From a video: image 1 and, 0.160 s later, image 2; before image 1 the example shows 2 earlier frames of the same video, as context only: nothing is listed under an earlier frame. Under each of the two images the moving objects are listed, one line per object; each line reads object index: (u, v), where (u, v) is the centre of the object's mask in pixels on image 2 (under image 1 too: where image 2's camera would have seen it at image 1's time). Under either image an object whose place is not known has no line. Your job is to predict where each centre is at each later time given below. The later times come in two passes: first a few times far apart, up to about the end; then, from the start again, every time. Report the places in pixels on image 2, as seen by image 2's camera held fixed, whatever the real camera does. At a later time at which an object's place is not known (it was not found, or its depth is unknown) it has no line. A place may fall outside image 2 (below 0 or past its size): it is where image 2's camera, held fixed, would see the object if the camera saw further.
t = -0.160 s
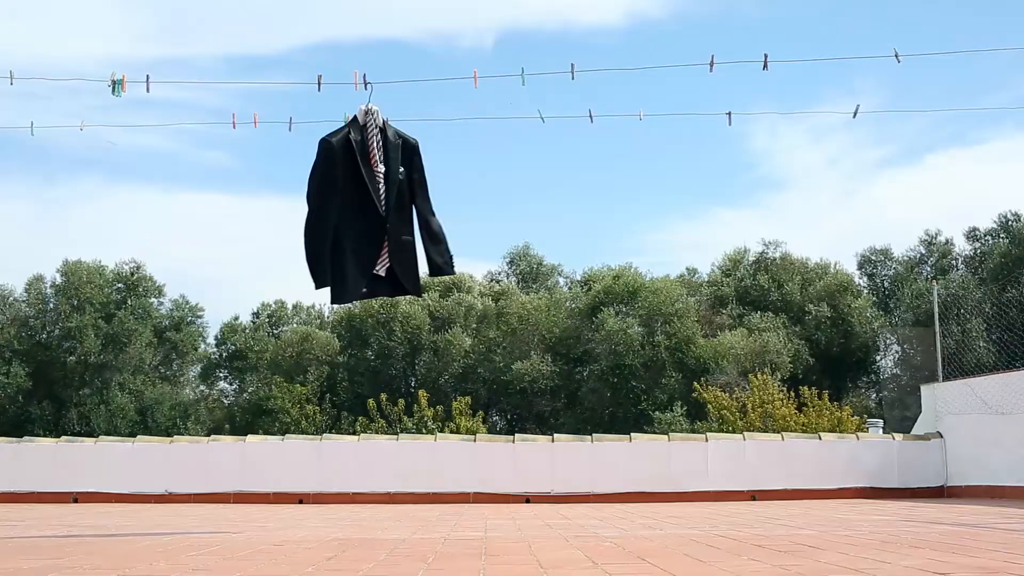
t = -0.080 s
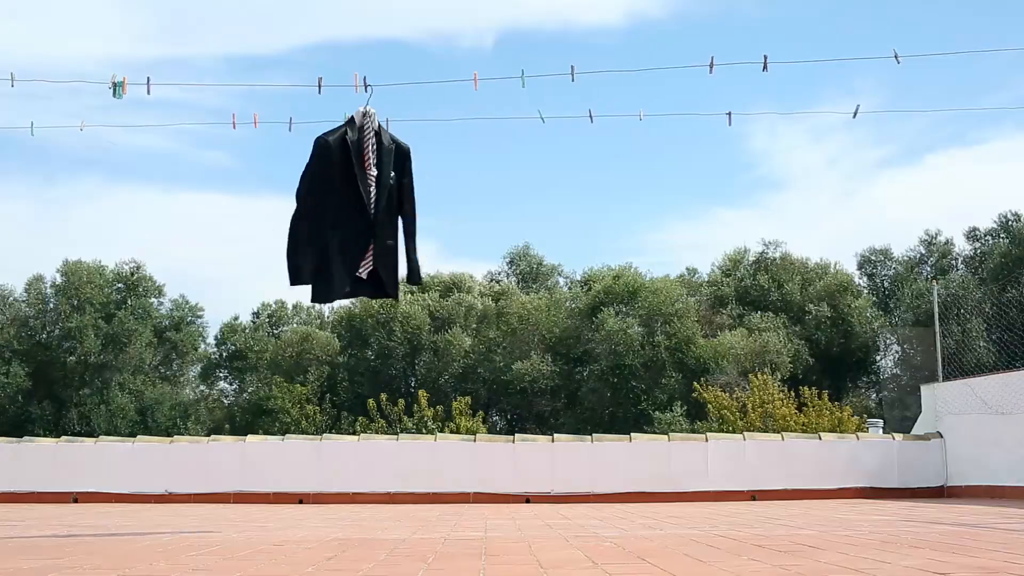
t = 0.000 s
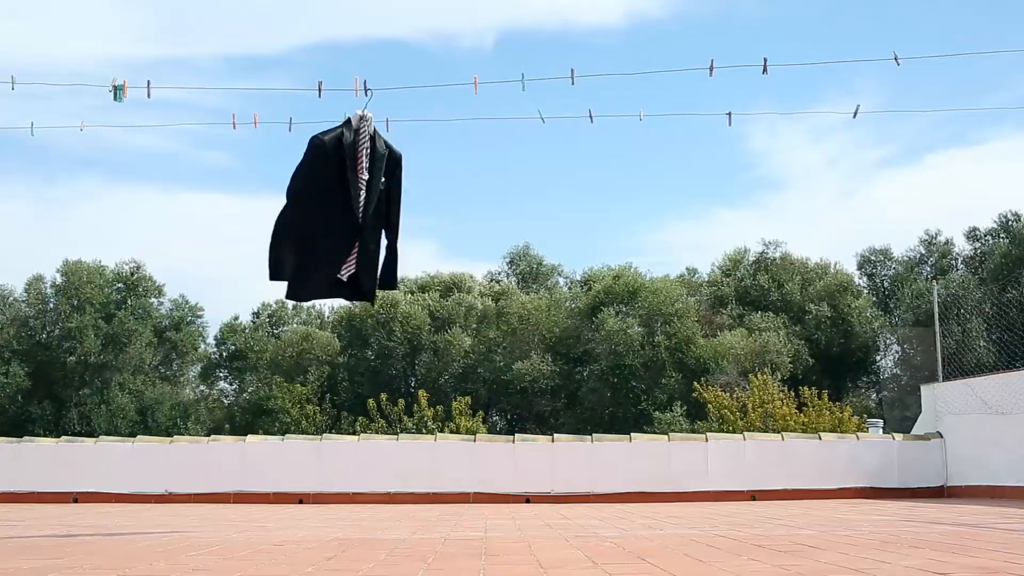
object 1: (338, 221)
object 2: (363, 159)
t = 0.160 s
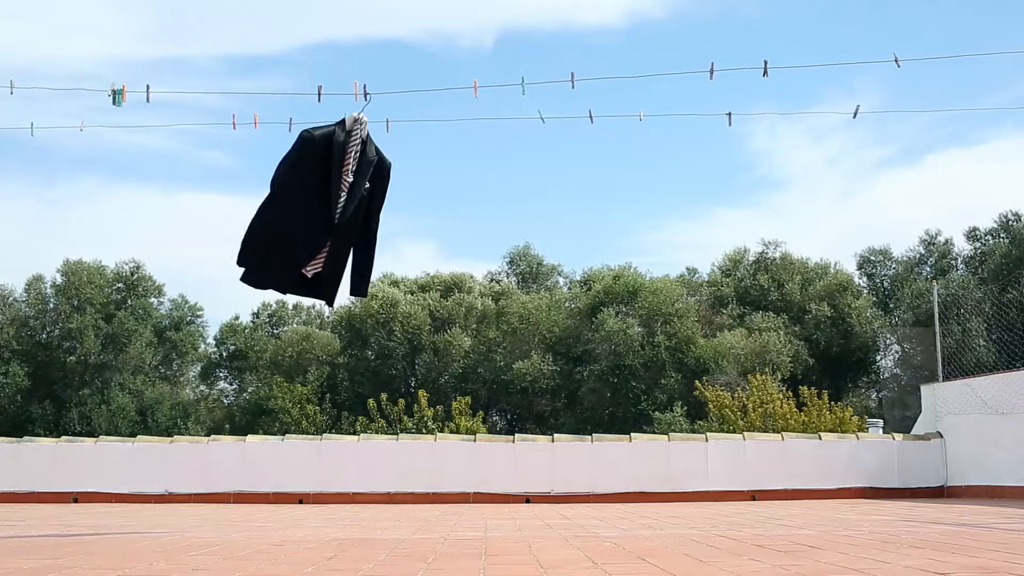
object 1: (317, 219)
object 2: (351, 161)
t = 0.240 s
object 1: (311, 214)
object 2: (346, 159)
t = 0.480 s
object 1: (309, 203)
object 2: (342, 138)
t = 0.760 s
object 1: (335, 223)
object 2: (353, 154)
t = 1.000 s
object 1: (372, 234)
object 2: (372, 163)
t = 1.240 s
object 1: (392, 213)
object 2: (382, 144)
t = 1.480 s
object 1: (384, 213)
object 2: (380, 146)
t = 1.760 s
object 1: (351, 235)
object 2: (364, 166)
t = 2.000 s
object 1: (327, 218)
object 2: (350, 149)
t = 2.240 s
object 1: (321, 207)
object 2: (347, 137)
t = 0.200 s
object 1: (313, 217)
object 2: (348, 160)
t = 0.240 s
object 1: (311, 214)
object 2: (346, 159)
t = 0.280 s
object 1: (309, 212)
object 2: (344, 155)
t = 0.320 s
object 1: (308, 209)
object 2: (343, 151)
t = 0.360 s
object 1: (307, 207)
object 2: (342, 147)
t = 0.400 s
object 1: (307, 205)
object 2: (342, 144)
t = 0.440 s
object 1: (308, 203)
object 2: (342, 141)
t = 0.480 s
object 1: (309, 203)
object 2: (342, 138)
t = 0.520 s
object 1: (310, 203)
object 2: (343, 137)
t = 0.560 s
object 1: (313, 204)
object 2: (344, 138)
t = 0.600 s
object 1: (316, 206)
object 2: (345, 139)
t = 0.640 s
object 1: (320, 209)
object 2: (347, 141)
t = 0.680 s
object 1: (324, 213)
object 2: (349, 145)
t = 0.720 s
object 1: (329, 218)
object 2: (351, 149)
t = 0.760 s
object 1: (335, 223)
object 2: (353, 154)
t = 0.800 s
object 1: (341, 227)
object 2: (356, 158)
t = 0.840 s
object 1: (348, 232)
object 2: (359, 161)
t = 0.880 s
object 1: (355, 235)
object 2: (362, 164)
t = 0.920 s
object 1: (361, 236)
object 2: (366, 165)
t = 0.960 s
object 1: (367, 236)
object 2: (369, 165)
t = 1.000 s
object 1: (372, 234)
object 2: (372, 163)
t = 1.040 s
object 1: (377, 232)
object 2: (374, 162)
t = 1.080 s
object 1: (382, 228)
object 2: (377, 159)
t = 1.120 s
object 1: (386, 224)
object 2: (378, 155)
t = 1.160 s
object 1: (389, 219)
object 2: (380, 151)
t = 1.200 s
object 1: (391, 216)
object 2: (381, 147)
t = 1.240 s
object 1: (392, 213)
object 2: (382, 144)
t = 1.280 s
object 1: (393, 211)
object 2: (382, 142)
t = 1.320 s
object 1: (392, 209)
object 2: (382, 140)
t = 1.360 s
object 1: (391, 208)
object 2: (382, 140)
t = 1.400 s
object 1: (389, 209)
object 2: (382, 141)
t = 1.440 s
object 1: (387, 210)
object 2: (381, 143)
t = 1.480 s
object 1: (384, 213)
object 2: (380, 146)
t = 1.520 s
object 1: (380, 217)
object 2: (378, 149)
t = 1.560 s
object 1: (376, 220)
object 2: (376, 153)
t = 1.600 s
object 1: (371, 224)
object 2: (374, 156)
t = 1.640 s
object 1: (366, 228)
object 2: (372, 160)
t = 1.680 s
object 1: (361, 231)
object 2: (369, 163)
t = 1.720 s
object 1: (356, 233)
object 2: (366, 165)
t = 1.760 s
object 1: (351, 235)
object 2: (364, 166)
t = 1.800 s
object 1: (346, 234)
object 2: (361, 166)
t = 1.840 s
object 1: (341, 232)
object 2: (358, 164)
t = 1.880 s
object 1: (337, 230)
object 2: (356, 161)
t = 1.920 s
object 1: (334, 227)
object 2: (354, 157)
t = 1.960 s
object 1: (330, 223)
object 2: (352, 153)
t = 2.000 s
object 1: (327, 218)
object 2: (350, 149)
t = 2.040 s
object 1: (324, 214)
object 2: (349, 145)
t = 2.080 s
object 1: (322, 211)
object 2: (348, 141)
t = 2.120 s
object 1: (321, 208)
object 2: (347, 138)
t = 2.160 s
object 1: (320, 206)
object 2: (347, 137)
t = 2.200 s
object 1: (320, 206)
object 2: (347, 137)
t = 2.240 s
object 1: (321, 207)
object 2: (347, 137)
